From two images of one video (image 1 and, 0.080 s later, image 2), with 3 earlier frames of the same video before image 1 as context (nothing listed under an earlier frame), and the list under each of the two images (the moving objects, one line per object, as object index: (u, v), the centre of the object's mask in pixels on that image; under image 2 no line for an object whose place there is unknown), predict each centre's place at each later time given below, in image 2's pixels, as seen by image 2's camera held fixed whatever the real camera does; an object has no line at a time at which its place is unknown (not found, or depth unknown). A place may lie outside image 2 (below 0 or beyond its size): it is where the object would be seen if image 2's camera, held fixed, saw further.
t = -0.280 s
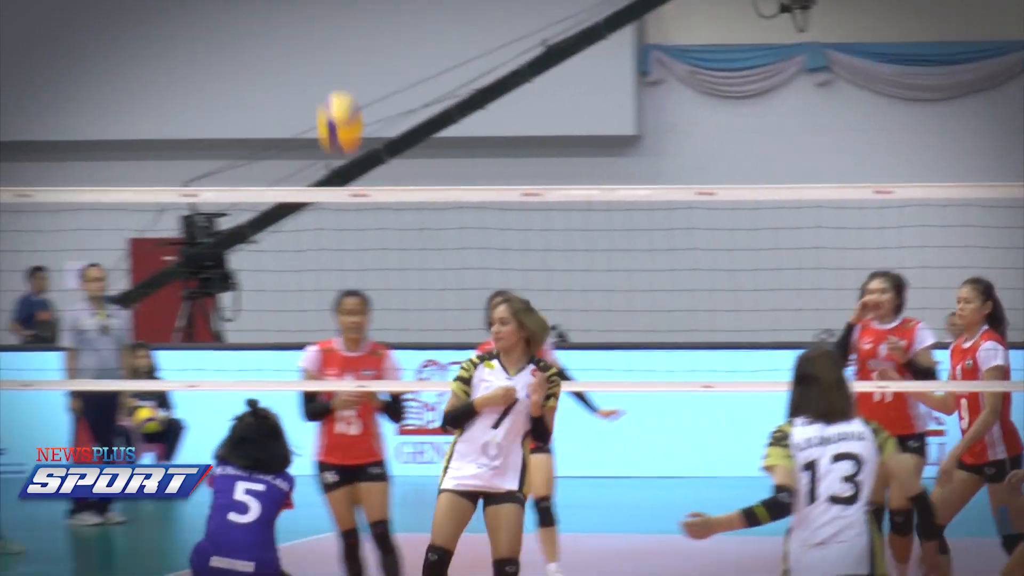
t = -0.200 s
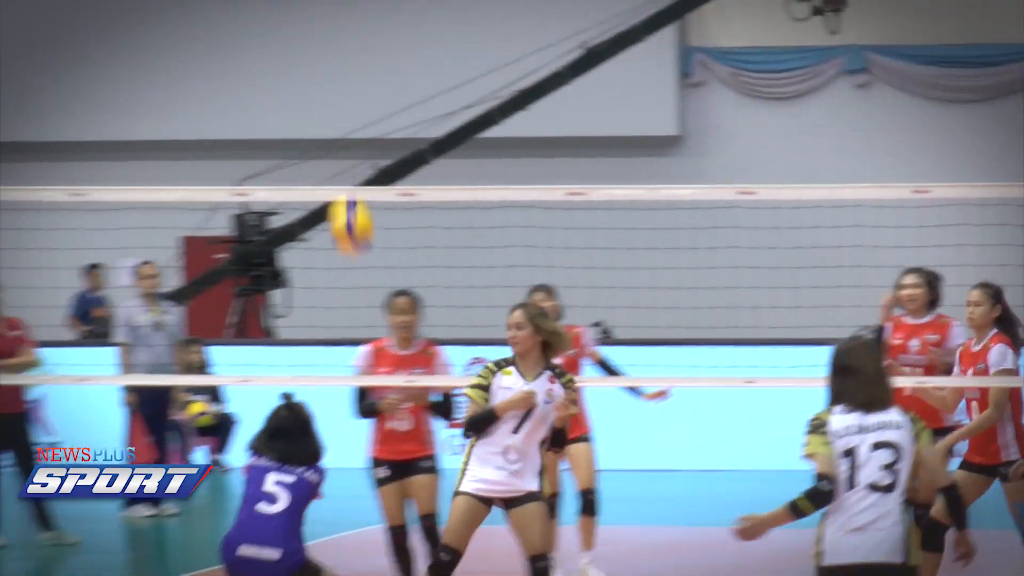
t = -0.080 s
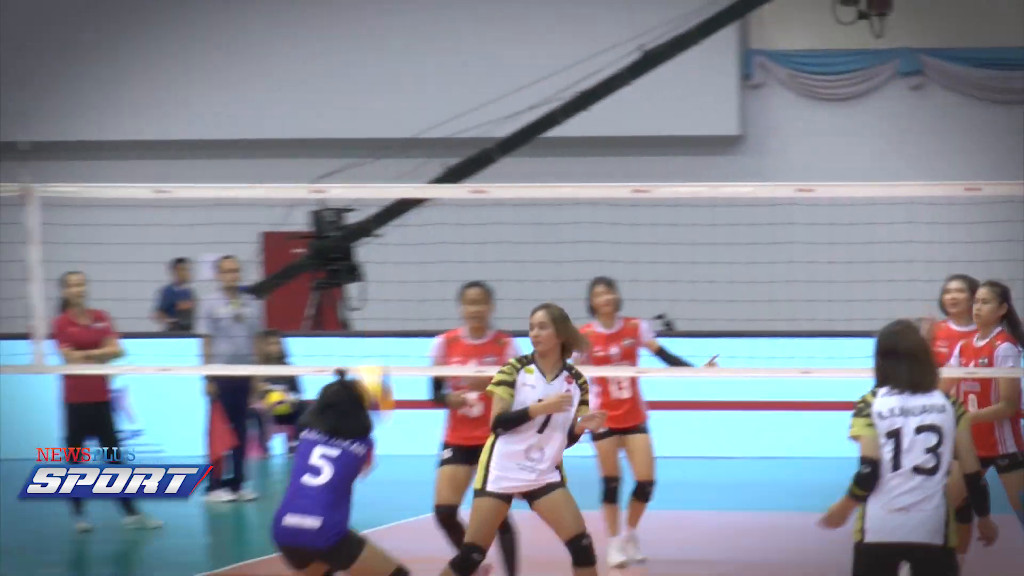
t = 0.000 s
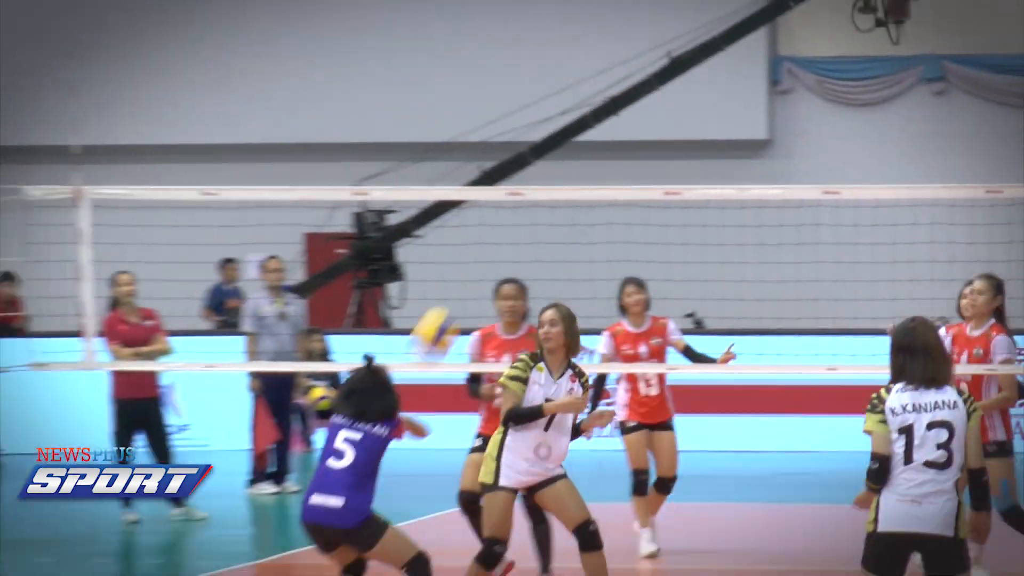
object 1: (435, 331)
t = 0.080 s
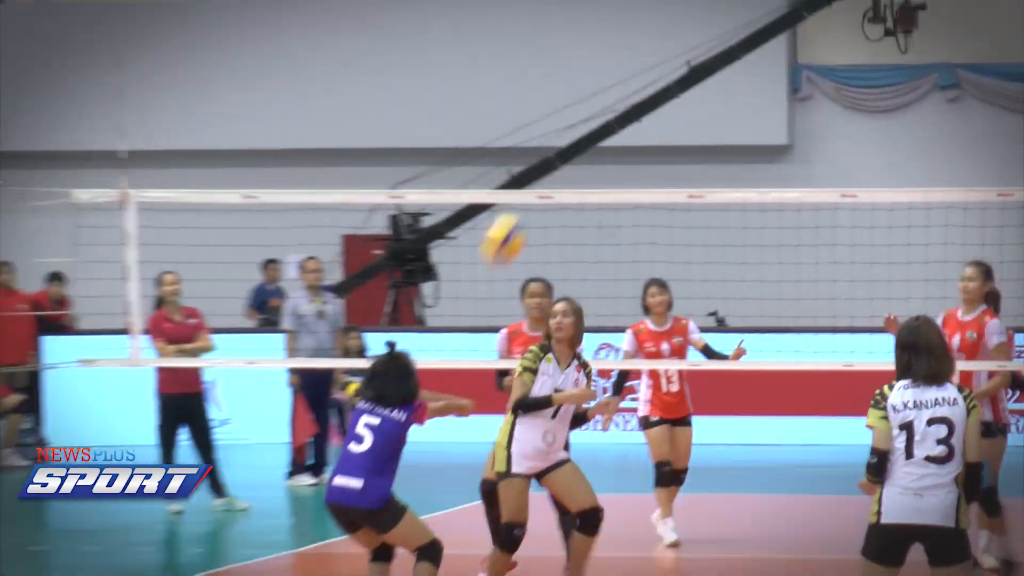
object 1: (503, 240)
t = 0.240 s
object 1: (580, 88)
